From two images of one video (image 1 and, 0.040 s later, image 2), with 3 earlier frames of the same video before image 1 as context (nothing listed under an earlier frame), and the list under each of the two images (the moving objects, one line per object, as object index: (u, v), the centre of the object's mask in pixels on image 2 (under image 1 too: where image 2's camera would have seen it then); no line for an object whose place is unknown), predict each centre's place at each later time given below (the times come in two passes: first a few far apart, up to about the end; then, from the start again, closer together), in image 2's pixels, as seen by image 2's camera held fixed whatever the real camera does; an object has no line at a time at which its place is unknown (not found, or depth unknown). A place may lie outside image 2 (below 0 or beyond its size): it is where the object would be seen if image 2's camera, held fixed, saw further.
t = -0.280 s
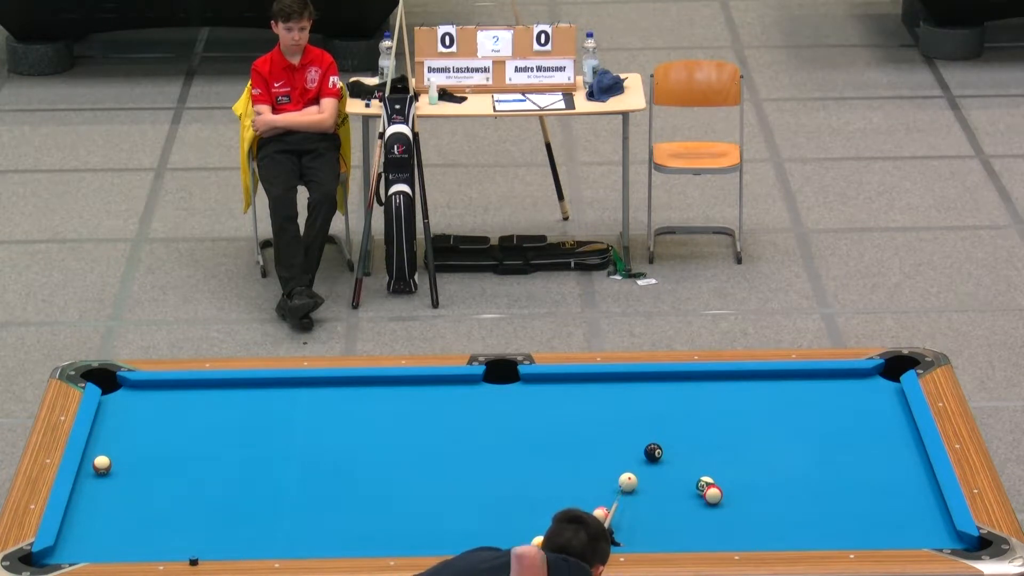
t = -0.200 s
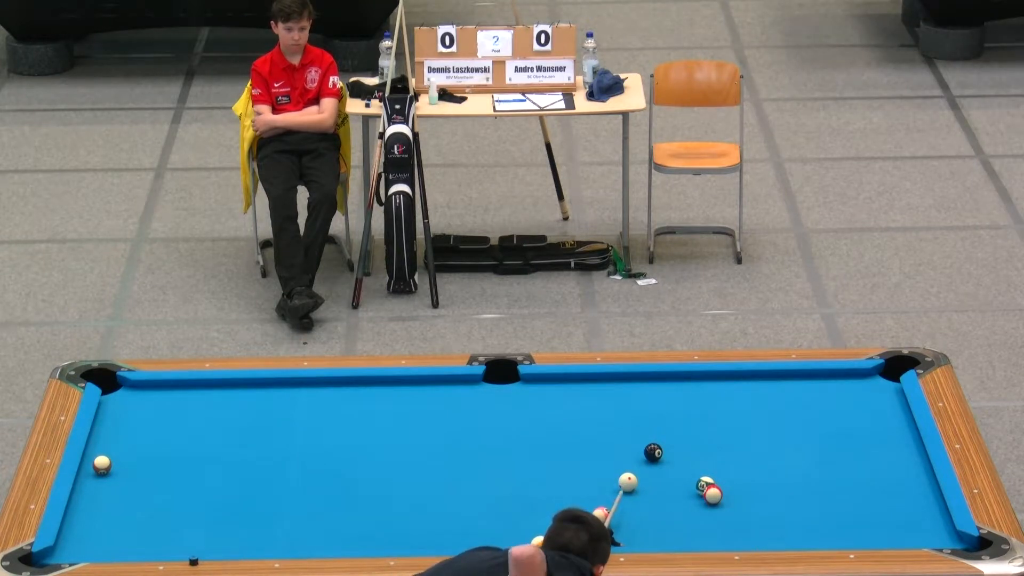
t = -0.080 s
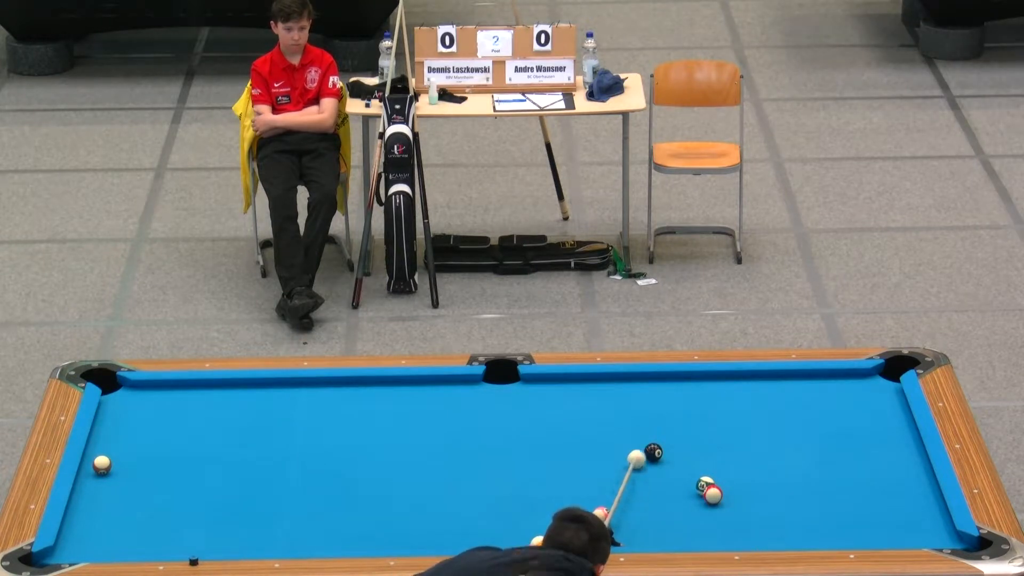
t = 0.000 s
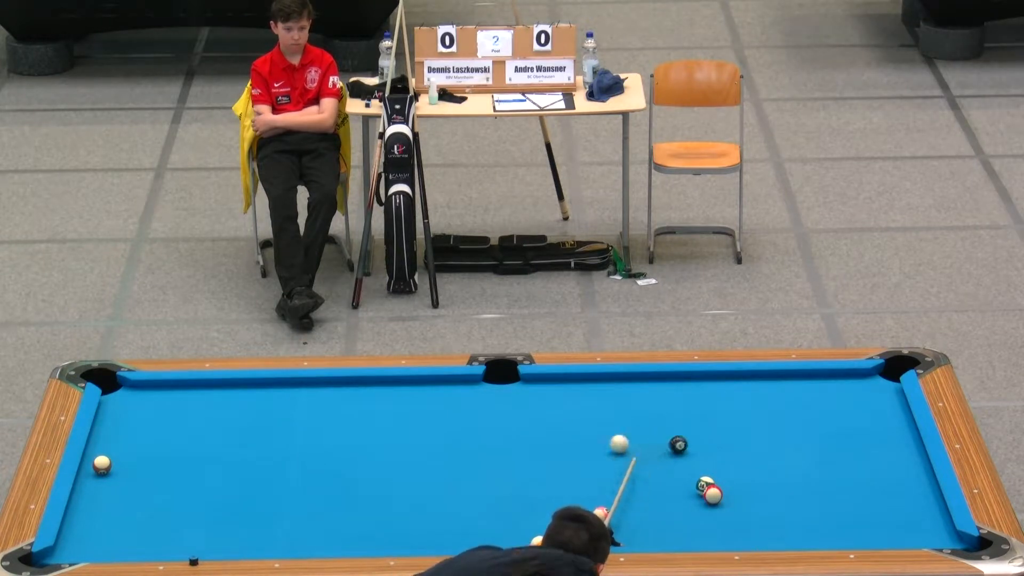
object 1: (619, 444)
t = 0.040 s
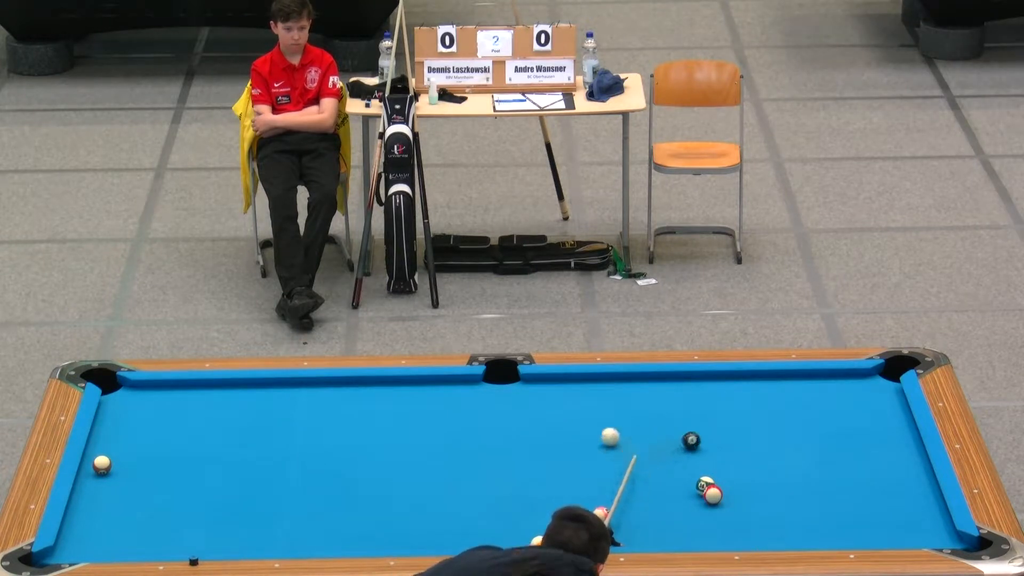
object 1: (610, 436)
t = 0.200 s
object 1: (581, 407)
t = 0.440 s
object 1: (547, 387)
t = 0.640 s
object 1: (524, 409)
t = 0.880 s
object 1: (496, 433)
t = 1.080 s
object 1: (471, 449)
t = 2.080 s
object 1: (363, 541)
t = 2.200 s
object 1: (356, 537)
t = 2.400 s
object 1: (347, 528)
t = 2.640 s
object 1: (336, 517)
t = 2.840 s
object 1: (328, 510)
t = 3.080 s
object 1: (318, 500)
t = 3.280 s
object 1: (311, 493)
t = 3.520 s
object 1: (303, 485)
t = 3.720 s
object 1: (297, 479)
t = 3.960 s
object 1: (289, 473)
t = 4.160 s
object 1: (284, 468)
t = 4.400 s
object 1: (278, 462)
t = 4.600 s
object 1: (274, 458)
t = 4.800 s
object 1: (270, 454)
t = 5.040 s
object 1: (266, 450)
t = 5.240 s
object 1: (263, 447)
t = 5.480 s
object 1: (260, 444)
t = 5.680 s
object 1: (257, 442)
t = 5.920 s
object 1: (255, 441)
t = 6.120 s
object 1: (254, 439)
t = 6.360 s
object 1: (253, 438)
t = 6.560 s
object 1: (253, 438)
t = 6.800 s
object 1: (252, 438)
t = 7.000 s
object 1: (252, 438)
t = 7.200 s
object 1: (252, 438)
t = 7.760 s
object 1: (252, 438)
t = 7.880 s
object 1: (252, 438)
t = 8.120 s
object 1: (252, 438)
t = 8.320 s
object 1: (252, 438)
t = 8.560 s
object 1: (252, 438)
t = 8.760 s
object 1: (252, 438)
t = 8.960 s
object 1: (252, 438)
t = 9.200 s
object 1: (252, 438)
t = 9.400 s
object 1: (252, 438)
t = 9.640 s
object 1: (252, 438)
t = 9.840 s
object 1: (252, 438)
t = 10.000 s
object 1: (252, 437)
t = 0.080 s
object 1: (602, 430)
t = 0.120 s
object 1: (594, 422)
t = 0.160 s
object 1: (588, 415)
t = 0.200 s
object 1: (581, 407)
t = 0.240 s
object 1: (574, 400)
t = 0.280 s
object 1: (568, 393)
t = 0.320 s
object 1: (562, 385)
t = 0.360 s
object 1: (556, 378)
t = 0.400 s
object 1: (551, 382)
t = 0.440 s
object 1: (547, 387)
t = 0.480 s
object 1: (542, 392)
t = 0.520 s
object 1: (538, 397)
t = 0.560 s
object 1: (533, 401)
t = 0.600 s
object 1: (528, 405)
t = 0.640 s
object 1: (524, 409)
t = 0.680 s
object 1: (519, 413)
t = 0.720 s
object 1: (515, 417)
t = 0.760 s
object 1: (510, 421)
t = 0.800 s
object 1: (505, 425)
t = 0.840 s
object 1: (501, 429)
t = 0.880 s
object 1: (496, 433)
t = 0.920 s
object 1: (492, 437)
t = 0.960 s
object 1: (487, 441)
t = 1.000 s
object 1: (482, 445)
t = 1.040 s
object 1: (478, 449)
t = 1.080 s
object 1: (471, 449)
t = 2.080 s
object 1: (363, 541)
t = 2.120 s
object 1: (360, 541)
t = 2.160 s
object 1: (358, 539)
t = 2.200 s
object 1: (356, 537)
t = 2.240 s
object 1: (354, 535)
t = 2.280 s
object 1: (352, 533)
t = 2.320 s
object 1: (350, 531)
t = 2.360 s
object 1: (349, 529)
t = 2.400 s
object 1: (347, 528)
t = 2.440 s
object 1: (345, 526)
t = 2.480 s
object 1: (343, 524)
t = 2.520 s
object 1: (341, 522)
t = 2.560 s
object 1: (339, 521)
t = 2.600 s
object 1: (338, 519)
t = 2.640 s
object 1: (336, 517)
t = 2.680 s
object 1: (335, 516)
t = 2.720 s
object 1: (333, 514)
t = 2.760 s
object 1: (331, 513)
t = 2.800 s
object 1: (330, 511)
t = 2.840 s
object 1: (328, 510)
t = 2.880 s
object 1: (326, 507)
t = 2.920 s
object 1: (325, 506)
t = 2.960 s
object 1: (323, 505)
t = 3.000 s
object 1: (322, 503)
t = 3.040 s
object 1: (320, 502)
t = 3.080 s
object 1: (318, 500)
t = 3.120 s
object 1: (317, 499)
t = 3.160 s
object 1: (315, 497)
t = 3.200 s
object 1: (314, 496)
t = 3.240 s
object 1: (313, 494)
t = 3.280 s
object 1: (311, 493)
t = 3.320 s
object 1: (310, 492)
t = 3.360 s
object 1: (308, 490)
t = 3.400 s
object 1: (307, 489)
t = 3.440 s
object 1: (305, 488)
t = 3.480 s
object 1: (304, 486)
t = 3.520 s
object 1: (303, 485)
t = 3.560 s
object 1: (302, 484)
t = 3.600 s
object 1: (300, 483)
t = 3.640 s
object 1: (299, 482)
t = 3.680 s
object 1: (298, 480)
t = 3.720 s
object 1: (297, 479)
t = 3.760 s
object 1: (295, 478)
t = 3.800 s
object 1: (294, 477)
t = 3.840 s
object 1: (293, 476)
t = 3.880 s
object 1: (292, 475)
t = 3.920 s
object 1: (290, 474)
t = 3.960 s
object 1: (289, 473)
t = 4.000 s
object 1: (288, 472)
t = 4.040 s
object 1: (287, 470)
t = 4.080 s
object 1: (286, 470)
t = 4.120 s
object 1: (285, 468)
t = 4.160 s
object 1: (284, 468)
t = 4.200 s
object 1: (283, 467)
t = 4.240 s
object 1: (282, 466)
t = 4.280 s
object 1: (281, 464)
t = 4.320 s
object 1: (280, 464)
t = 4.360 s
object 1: (279, 463)
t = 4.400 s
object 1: (278, 462)
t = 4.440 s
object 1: (278, 461)
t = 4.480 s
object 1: (277, 460)
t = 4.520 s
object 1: (276, 460)
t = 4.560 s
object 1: (275, 459)
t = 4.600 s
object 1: (274, 458)
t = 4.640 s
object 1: (273, 457)
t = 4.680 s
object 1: (273, 457)
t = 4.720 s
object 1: (272, 456)
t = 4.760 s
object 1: (271, 455)
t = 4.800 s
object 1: (270, 454)
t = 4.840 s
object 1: (270, 453)
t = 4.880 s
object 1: (269, 453)
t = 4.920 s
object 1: (268, 452)
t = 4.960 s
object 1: (267, 451)
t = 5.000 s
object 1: (267, 451)
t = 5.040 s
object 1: (266, 450)
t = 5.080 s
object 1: (265, 449)
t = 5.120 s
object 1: (265, 449)
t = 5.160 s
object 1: (264, 448)
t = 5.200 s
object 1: (263, 448)
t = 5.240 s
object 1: (263, 447)
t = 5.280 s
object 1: (262, 447)
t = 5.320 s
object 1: (261, 446)
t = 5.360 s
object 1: (261, 446)
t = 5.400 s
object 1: (260, 445)
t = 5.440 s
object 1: (260, 445)
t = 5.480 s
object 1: (260, 444)
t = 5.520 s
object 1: (259, 444)
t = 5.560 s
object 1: (258, 444)
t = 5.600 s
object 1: (258, 443)
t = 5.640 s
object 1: (258, 443)
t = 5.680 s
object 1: (257, 442)
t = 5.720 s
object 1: (257, 442)
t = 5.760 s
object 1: (257, 442)
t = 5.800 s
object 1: (256, 441)
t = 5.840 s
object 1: (256, 441)
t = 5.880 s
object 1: (255, 441)
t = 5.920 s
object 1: (255, 441)
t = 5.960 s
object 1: (255, 440)
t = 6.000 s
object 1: (254, 440)
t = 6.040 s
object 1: (254, 440)
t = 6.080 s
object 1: (254, 439)
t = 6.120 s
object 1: (254, 439)
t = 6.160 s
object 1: (254, 439)
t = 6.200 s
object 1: (253, 439)
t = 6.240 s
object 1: (253, 439)
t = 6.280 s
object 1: (253, 439)
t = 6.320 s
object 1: (253, 438)
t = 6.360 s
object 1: (253, 438)
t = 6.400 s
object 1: (253, 438)
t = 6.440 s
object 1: (253, 438)
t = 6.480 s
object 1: (253, 438)
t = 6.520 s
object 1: (253, 438)
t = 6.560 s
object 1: (253, 438)
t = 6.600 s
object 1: (253, 438)
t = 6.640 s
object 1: (253, 438)
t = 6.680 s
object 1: (252, 438)
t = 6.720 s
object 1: (252, 438)
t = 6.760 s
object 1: (252, 438)
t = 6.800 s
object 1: (252, 438)
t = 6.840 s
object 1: (252, 438)
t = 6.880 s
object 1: (252, 438)
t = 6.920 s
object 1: (252, 438)
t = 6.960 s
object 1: (252, 438)
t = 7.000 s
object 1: (252, 438)
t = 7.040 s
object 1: (253, 439)
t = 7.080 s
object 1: (252, 438)
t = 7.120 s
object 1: (252, 437)
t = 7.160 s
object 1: (251, 437)
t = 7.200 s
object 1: (252, 438)
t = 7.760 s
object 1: (252, 438)
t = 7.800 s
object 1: (252, 438)
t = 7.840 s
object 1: (252, 438)
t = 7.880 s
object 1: (252, 438)
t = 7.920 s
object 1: (252, 438)
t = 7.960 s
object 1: (252, 438)
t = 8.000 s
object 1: (252, 438)
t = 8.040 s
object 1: (252, 438)
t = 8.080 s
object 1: (252, 438)
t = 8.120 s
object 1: (252, 438)
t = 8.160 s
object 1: (252, 438)
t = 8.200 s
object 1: (252, 438)
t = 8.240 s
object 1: (252, 438)
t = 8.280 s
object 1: (252, 438)
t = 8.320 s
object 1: (252, 438)
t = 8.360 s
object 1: (252, 438)
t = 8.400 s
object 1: (252, 438)
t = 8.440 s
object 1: (252, 438)
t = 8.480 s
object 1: (252, 438)
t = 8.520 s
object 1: (252, 438)
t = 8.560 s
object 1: (252, 438)
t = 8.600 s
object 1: (252, 438)
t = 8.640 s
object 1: (252, 438)
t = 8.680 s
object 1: (252, 438)
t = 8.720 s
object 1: (252, 438)
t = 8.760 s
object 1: (252, 438)
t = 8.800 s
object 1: (252, 438)
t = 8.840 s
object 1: (252, 438)
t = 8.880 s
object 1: (252, 438)
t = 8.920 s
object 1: (252, 438)
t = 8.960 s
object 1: (252, 438)
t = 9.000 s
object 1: (252, 438)
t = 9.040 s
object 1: (252, 438)
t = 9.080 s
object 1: (252, 438)
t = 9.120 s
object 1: (252, 438)
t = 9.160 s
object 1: (252, 438)
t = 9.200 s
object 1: (252, 438)
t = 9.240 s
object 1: (252, 438)
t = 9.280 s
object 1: (252, 438)
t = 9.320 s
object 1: (252, 438)
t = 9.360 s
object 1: (252, 438)
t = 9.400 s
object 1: (252, 438)
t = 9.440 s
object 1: (252, 438)
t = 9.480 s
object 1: (252, 438)
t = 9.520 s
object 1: (252, 438)
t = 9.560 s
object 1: (252, 438)
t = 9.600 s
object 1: (252, 438)
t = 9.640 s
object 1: (252, 438)
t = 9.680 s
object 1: (252, 438)
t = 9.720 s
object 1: (252, 438)
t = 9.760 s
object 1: (252, 438)
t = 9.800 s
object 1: (252, 438)
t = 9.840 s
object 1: (252, 438)
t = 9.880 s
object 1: (252, 438)
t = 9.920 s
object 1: (251, 438)
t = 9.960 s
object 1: (251, 438)
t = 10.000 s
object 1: (252, 437)
